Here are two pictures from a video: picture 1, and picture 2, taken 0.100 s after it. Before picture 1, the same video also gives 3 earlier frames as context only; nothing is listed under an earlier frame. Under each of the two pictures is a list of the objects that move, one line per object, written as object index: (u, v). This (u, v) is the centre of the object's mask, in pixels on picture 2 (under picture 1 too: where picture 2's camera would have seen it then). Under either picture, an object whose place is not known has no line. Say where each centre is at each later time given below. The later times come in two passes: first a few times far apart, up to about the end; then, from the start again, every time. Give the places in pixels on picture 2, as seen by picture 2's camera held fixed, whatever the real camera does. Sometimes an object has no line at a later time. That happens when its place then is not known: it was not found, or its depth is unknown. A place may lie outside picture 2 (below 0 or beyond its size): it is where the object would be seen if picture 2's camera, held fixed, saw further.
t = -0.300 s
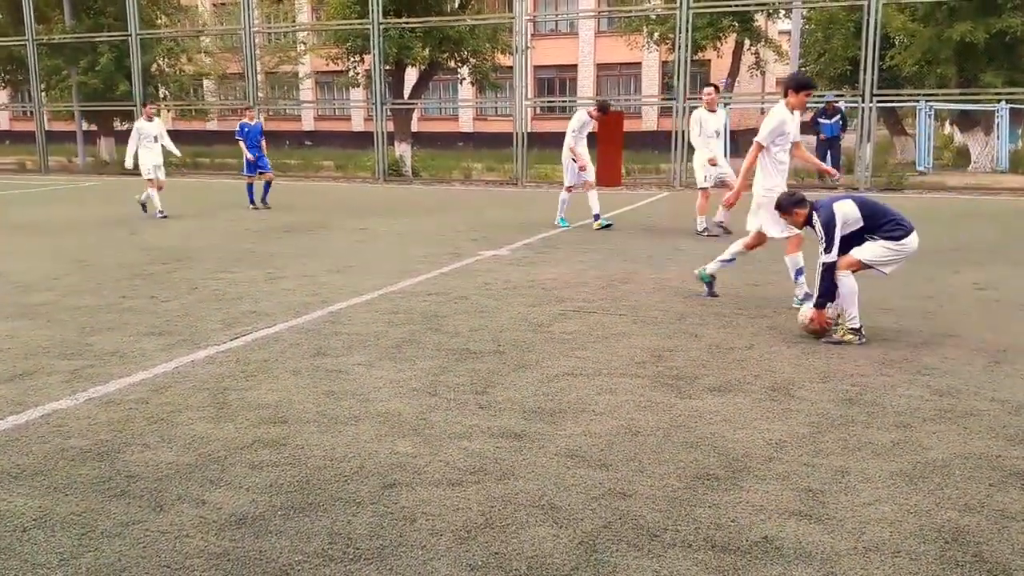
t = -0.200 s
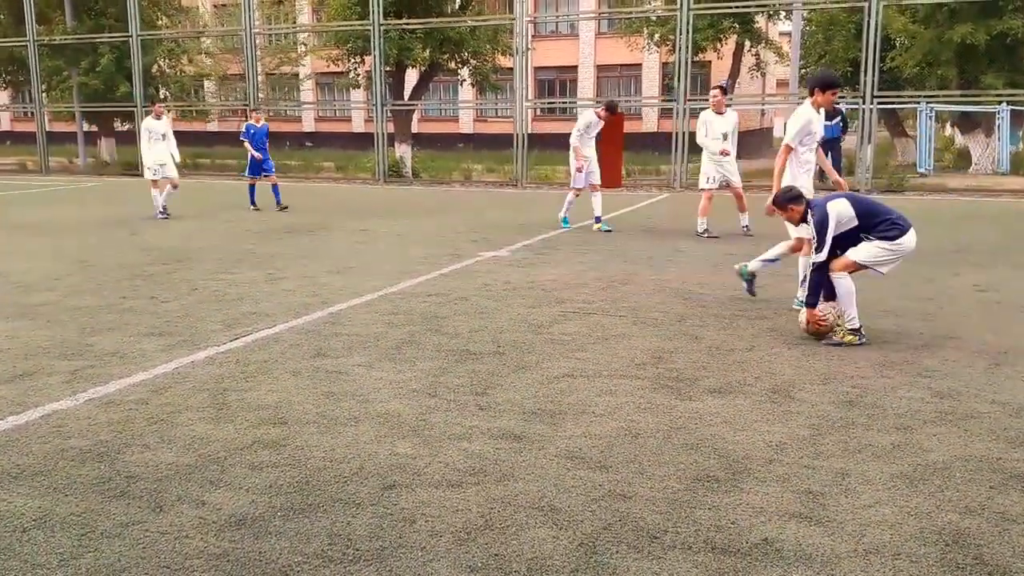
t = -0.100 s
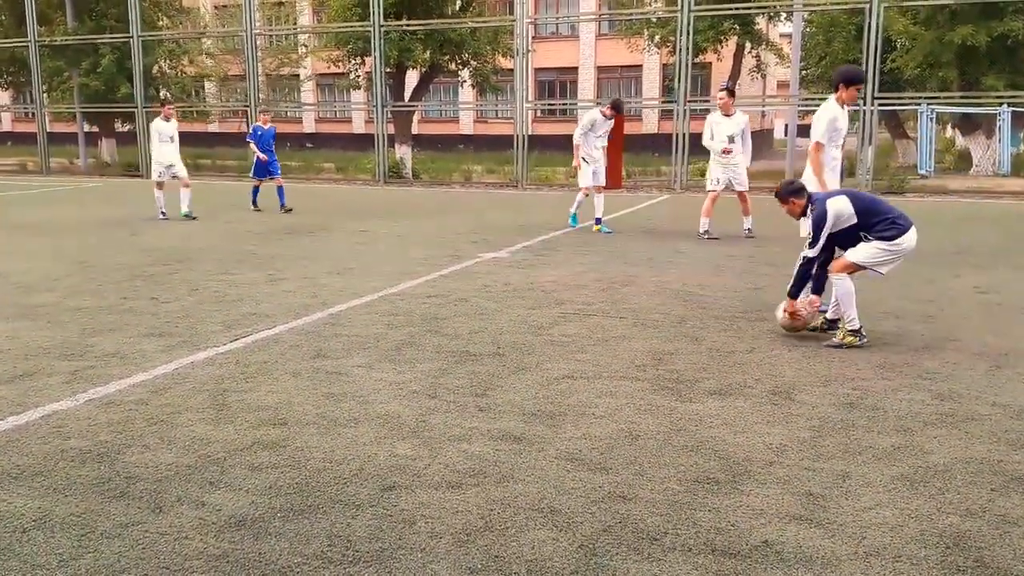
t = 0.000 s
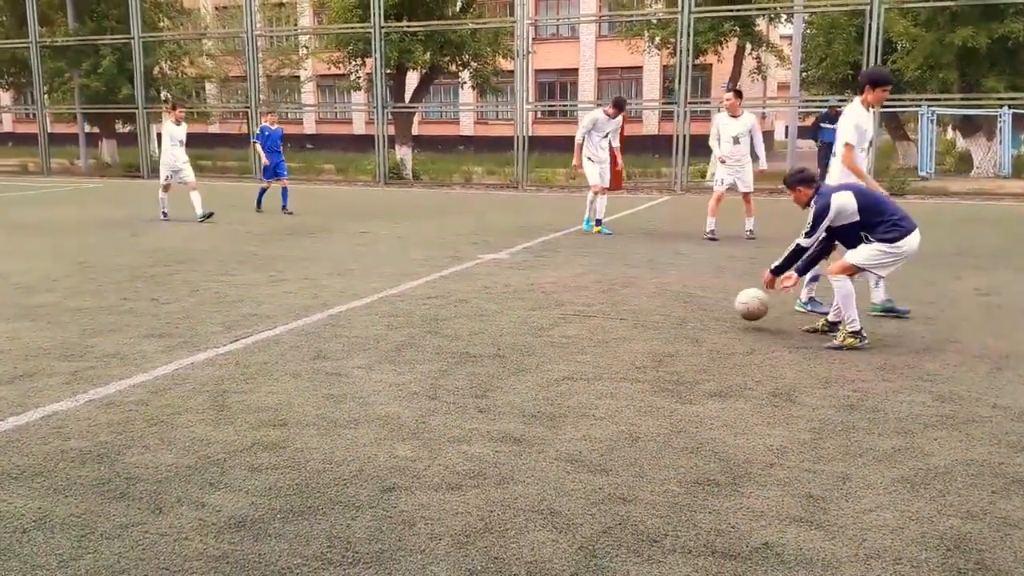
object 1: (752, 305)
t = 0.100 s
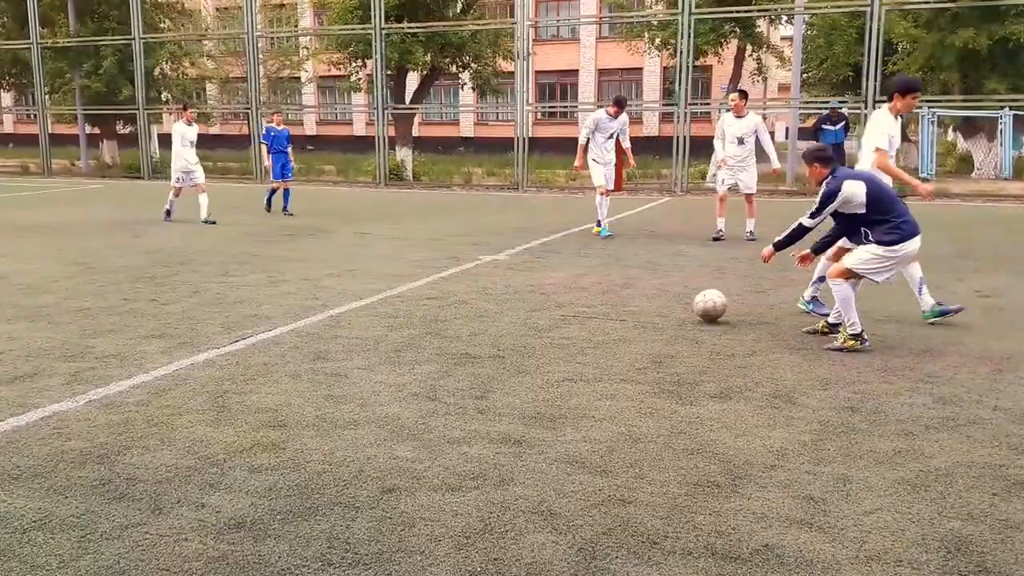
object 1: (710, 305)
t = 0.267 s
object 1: (663, 294)
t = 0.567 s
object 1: (597, 285)
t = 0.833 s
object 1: (549, 275)
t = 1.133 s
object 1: (505, 266)
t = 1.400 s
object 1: (472, 260)
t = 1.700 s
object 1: (439, 254)
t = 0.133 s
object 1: (698, 305)
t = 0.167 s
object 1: (689, 299)
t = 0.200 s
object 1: (680, 296)
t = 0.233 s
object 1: (671, 295)
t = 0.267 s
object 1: (663, 294)
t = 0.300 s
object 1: (654, 296)
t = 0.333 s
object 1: (646, 293)
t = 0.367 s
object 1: (639, 291)
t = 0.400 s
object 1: (632, 289)
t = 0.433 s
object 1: (624, 290)
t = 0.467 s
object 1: (617, 288)
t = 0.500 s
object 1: (610, 285)
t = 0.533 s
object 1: (603, 284)
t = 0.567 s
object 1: (597, 285)
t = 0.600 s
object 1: (590, 283)
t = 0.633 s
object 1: (584, 281)
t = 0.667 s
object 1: (578, 280)
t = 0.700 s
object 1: (572, 279)
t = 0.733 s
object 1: (566, 278)
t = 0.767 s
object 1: (560, 277)
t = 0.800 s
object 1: (555, 275)
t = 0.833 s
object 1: (549, 275)
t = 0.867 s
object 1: (544, 273)
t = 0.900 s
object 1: (538, 273)
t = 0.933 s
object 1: (534, 272)
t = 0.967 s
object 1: (528, 271)
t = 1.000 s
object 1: (524, 269)
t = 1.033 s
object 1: (519, 268)
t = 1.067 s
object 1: (514, 268)
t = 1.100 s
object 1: (510, 267)
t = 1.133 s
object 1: (505, 266)
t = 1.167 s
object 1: (500, 266)
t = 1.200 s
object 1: (496, 265)
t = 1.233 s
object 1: (492, 264)
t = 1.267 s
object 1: (487, 264)
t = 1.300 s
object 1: (483, 262)
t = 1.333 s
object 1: (479, 261)
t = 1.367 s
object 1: (476, 260)
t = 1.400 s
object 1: (472, 260)
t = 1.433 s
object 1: (468, 259)
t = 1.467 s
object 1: (464, 258)
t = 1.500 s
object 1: (460, 257)
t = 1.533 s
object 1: (457, 256)
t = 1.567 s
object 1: (453, 256)
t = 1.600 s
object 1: (449, 256)
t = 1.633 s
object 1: (446, 255)
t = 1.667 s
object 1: (442, 254)
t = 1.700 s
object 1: (439, 254)
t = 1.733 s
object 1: (436, 253)
